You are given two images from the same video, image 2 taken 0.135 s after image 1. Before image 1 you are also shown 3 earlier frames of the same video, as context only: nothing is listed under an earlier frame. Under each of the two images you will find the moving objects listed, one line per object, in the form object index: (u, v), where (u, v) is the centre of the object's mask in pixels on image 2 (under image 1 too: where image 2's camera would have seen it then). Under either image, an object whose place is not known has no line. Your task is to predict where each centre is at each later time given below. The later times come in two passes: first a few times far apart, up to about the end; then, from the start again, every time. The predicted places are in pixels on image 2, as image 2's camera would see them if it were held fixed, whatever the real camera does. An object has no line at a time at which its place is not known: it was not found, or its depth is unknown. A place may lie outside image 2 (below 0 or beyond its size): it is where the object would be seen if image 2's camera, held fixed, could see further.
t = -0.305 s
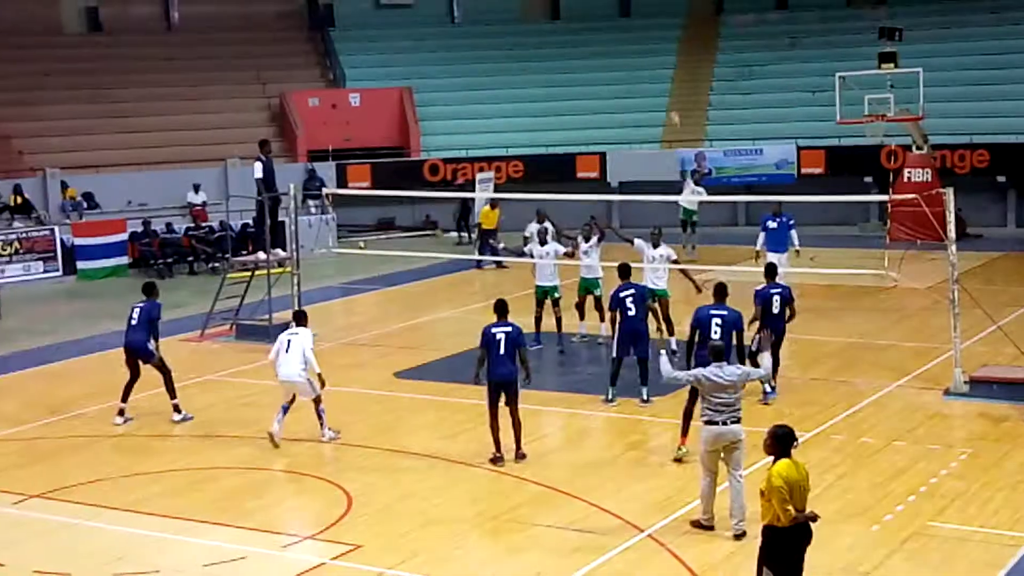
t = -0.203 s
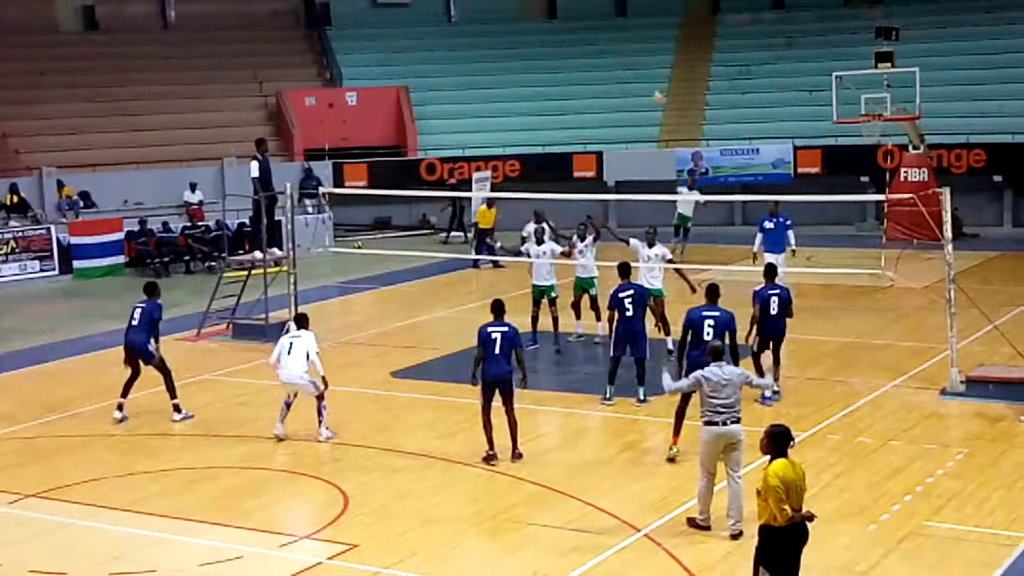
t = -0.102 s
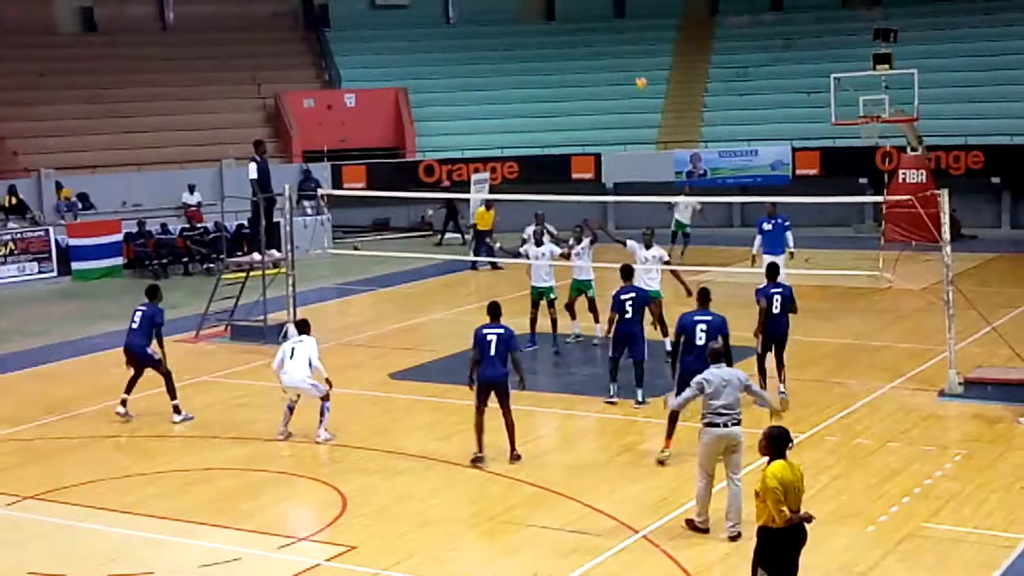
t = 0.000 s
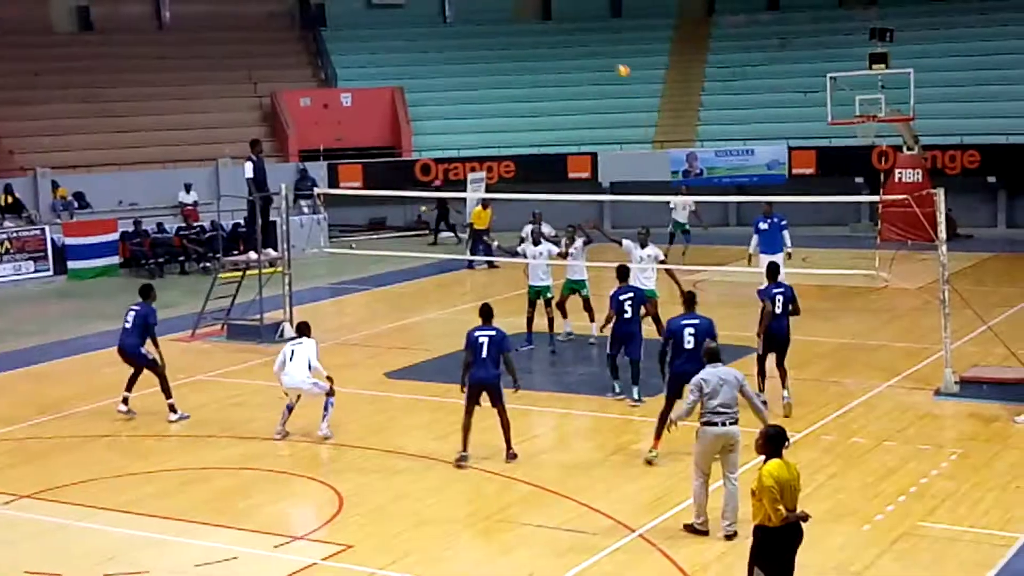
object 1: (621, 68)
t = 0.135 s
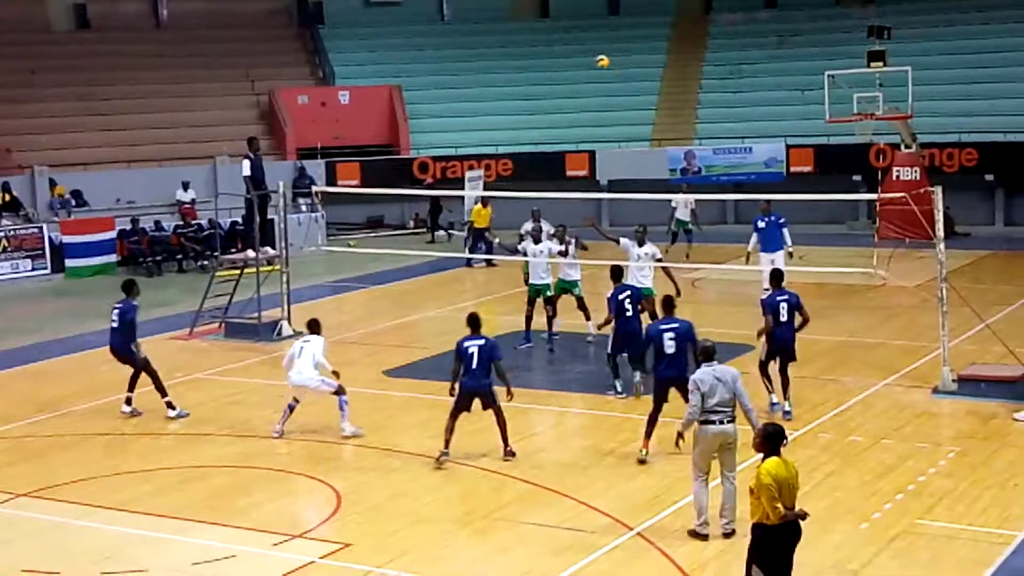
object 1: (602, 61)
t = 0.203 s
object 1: (594, 61)
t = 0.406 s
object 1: (571, 80)
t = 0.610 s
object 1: (548, 127)
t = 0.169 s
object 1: (598, 60)
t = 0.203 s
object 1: (594, 61)
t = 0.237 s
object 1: (589, 63)
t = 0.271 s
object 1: (586, 65)
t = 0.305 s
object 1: (582, 67)
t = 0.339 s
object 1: (578, 71)
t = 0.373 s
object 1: (575, 74)
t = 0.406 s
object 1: (571, 80)
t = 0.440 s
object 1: (567, 85)
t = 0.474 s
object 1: (563, 92)
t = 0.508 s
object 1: (560, 99)
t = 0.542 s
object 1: (556, 108)
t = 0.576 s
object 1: (552, 117)
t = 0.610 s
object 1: (548, 127)
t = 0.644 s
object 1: (543, 138)
